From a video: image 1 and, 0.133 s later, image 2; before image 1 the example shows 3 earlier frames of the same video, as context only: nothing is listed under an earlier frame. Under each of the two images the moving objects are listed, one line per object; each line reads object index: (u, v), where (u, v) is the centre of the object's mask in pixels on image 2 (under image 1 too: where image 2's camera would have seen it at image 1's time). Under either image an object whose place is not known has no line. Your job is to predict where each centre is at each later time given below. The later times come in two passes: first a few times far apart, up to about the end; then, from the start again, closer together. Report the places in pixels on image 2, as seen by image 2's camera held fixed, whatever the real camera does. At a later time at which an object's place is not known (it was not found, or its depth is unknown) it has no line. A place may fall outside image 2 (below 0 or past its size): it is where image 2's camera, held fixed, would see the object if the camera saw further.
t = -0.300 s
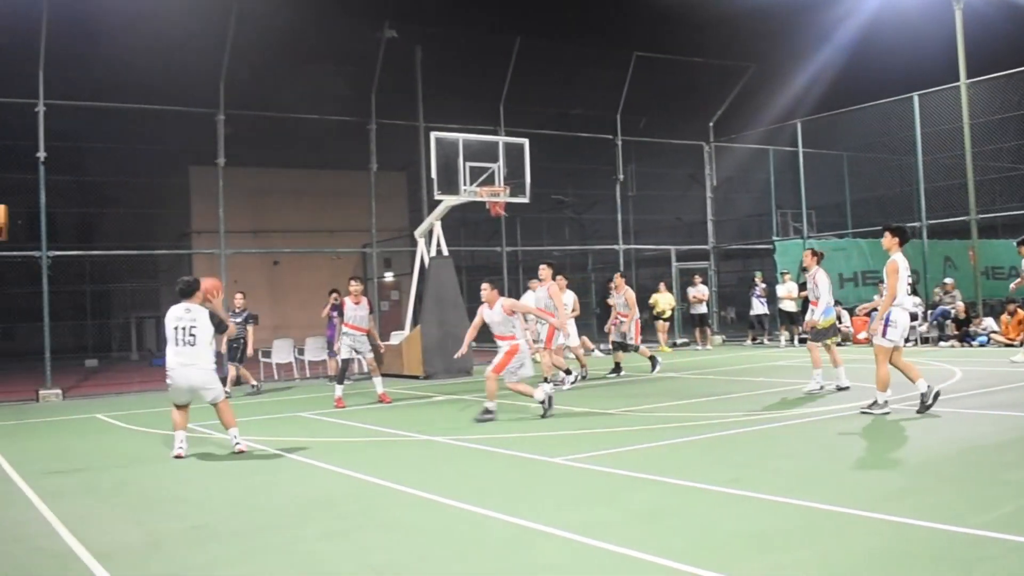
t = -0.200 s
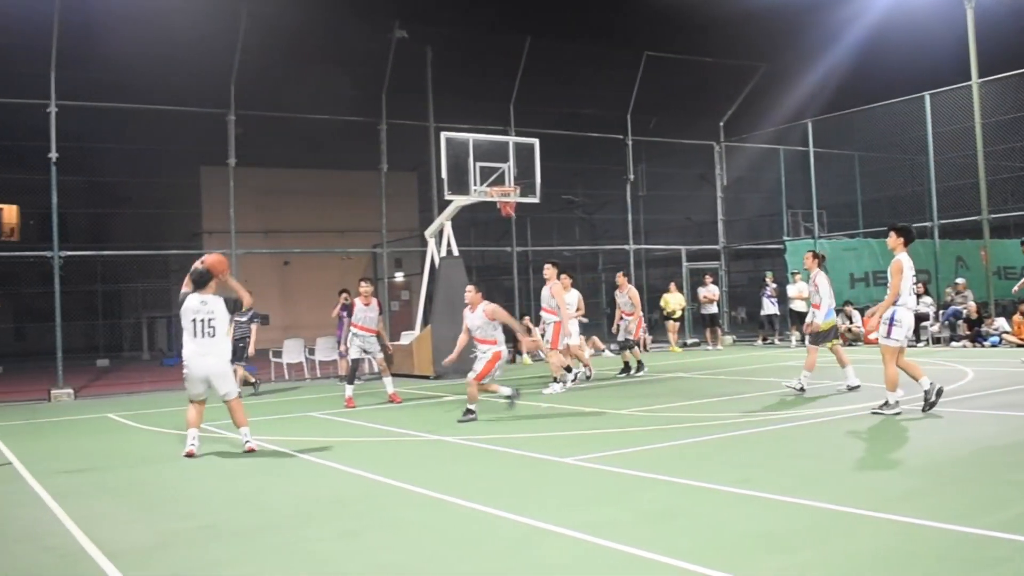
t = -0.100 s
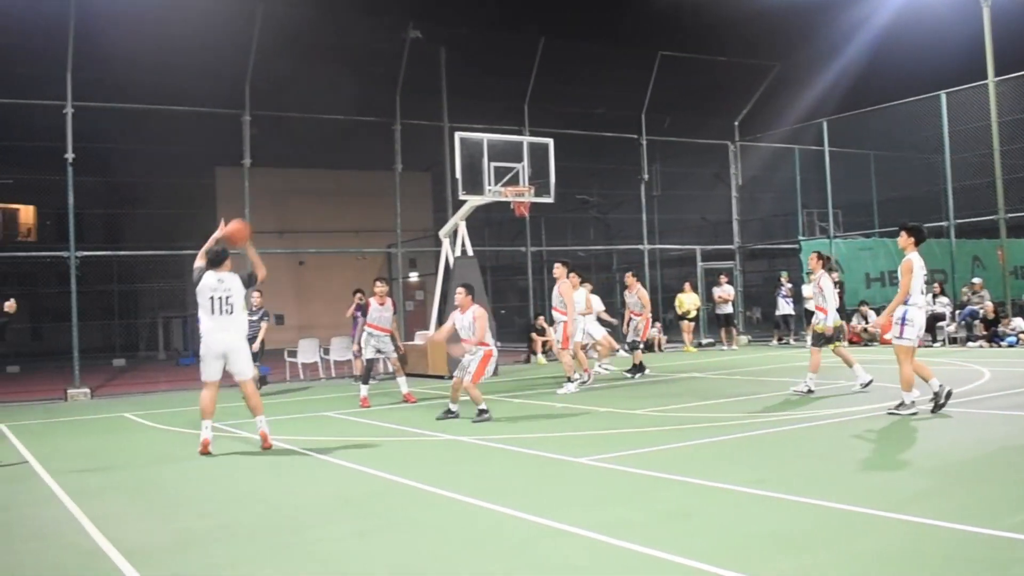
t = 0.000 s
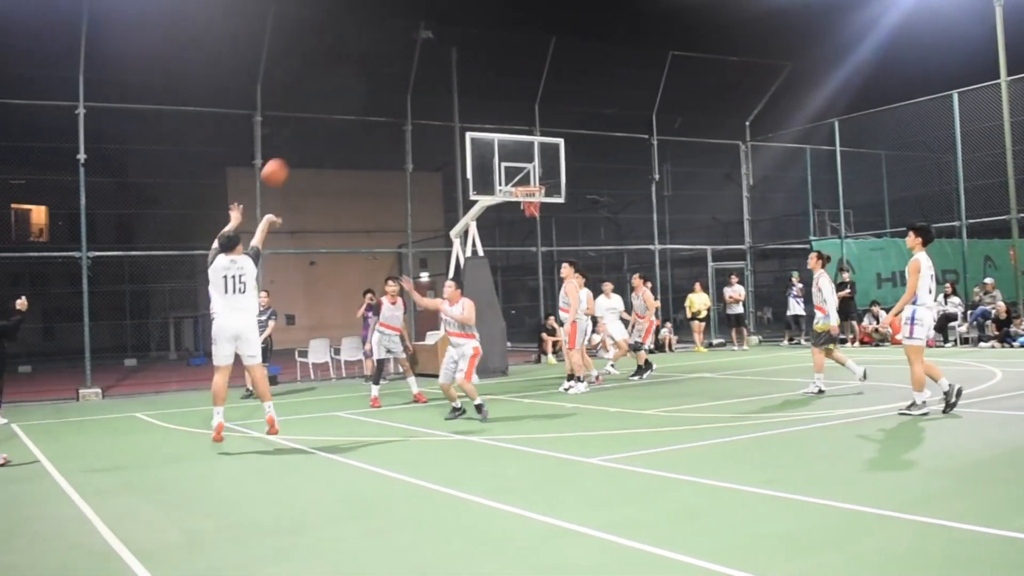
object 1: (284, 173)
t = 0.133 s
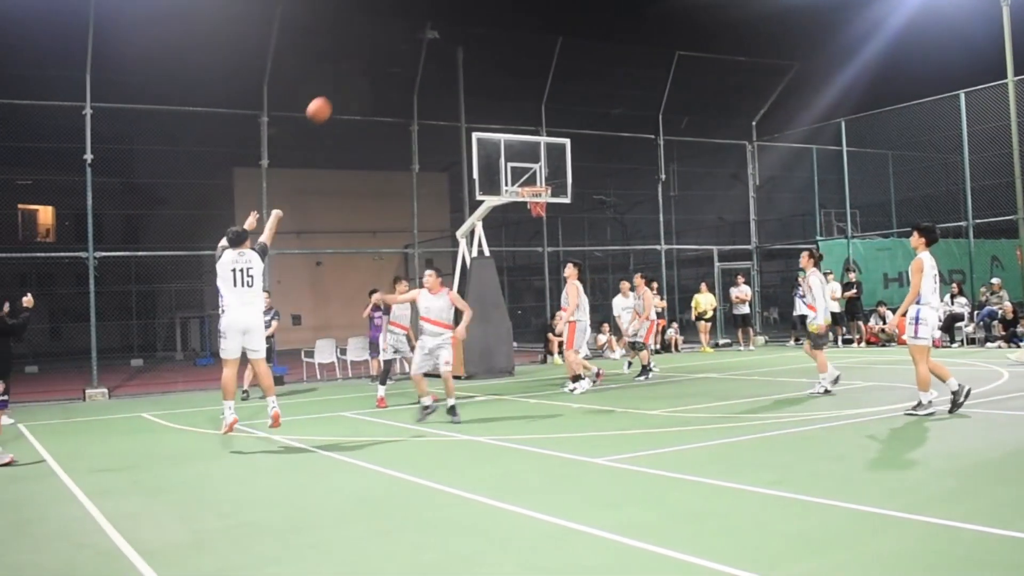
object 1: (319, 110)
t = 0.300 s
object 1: (361, 62)
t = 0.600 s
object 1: (424, 40)
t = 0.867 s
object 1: (472, 76)
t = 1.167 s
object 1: (516, 155)
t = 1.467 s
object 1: (547, 198)
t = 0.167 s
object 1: (328, 98)
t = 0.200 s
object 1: (337, 87)
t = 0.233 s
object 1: (345, 77)
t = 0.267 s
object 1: (353, 69)
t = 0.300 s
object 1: (361, 62)
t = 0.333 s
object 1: (369, 55)
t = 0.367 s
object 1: (377, 50)
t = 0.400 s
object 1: (384, 46)
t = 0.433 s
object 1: (391, 43)
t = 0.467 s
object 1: (398, 41)
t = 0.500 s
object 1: (405, 39)
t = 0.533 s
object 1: (411, 39)
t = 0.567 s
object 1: (418, 39)
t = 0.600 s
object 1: (424, 40)
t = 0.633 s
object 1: (431, 42)
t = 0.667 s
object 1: (437, 45)
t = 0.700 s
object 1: (443, 48)
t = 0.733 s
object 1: (449, 53)
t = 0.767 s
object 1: (454, 58)
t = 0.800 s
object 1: (460, 63)
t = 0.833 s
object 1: (466, 69)
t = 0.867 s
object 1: (472, 76)
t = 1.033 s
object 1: (496, 114)
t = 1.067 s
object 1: (501, 123)
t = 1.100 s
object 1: (506, 133)
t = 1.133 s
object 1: (511, 146)
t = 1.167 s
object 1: (516, 155)
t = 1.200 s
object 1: (521, 167)
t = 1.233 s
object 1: (526, 180)
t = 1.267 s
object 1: (532, 187)
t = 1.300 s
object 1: (536, 192)
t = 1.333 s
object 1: (539, 195)
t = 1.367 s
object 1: (545, 197)
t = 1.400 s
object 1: (548, 200)
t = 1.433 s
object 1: (548, 199)
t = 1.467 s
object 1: (547, 198)
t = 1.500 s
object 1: (546, 197)
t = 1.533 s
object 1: (546, 197)
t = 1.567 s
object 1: (546, 196)
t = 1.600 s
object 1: (545, 198)
